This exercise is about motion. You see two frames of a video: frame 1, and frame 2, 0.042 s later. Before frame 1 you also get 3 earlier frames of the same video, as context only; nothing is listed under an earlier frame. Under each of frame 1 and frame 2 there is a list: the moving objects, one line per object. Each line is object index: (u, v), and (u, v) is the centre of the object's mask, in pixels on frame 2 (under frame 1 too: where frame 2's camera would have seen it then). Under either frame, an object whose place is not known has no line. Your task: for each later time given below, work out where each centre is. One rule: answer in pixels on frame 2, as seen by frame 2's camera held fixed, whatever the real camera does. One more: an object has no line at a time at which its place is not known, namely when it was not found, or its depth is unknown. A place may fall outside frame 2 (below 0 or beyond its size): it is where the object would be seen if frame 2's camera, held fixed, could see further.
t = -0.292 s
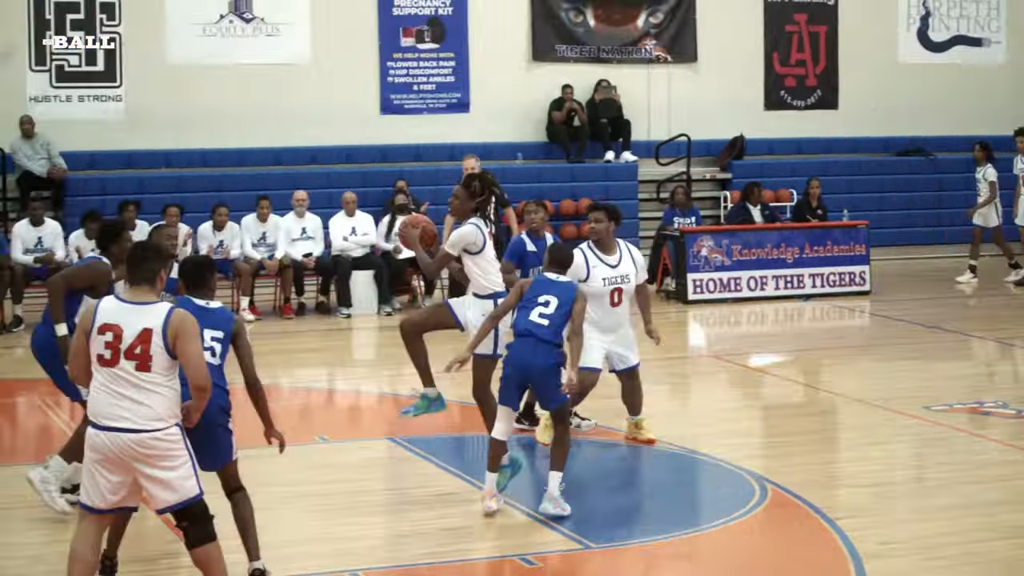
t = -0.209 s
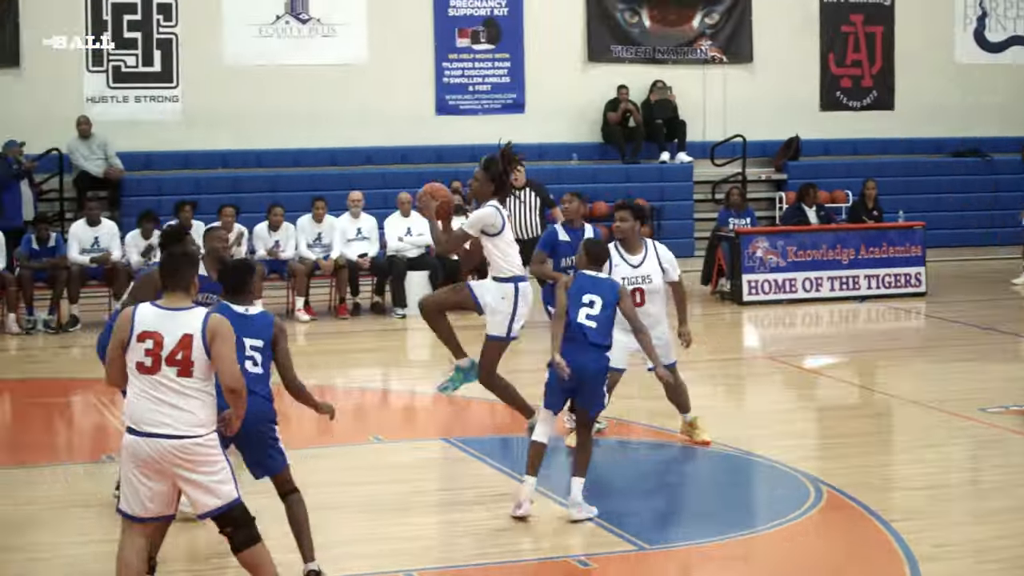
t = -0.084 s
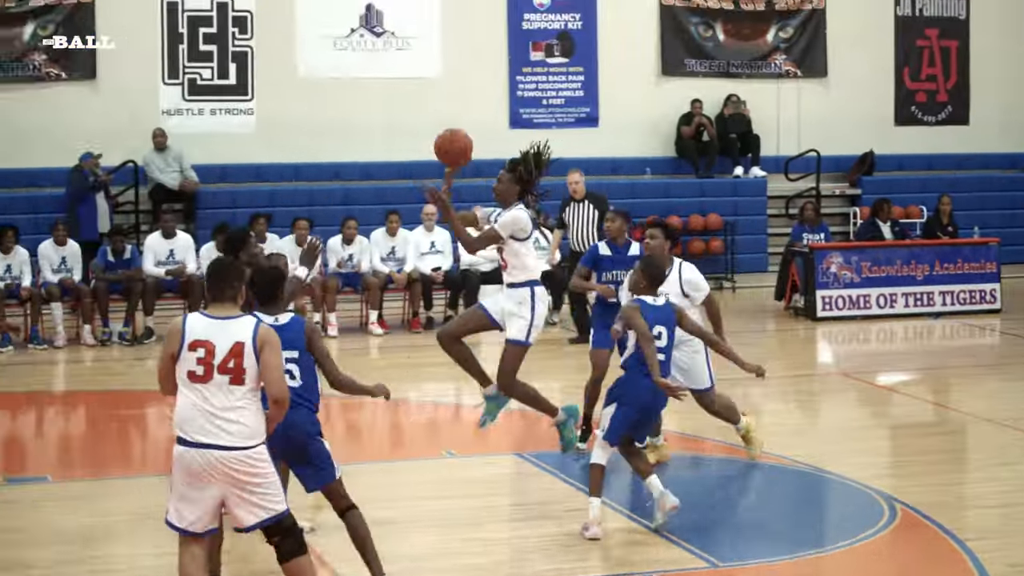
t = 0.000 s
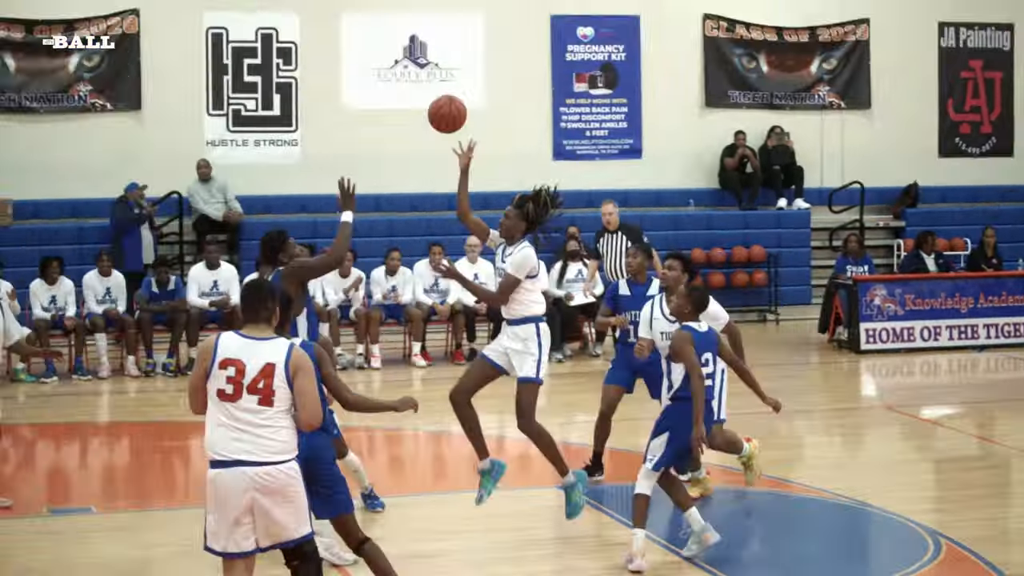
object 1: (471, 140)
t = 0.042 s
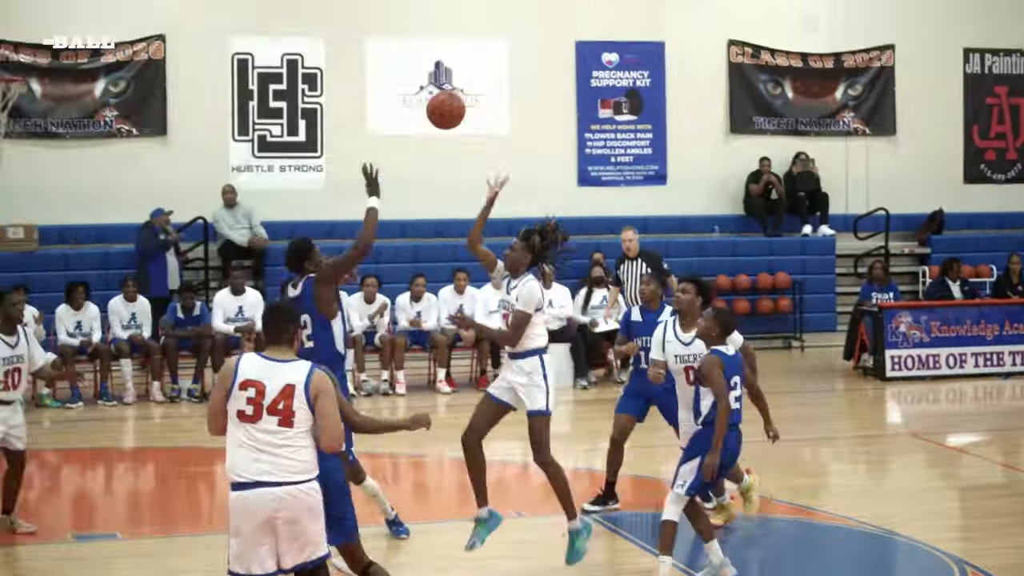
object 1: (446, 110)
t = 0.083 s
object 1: (420, 83)
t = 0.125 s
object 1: (395, 57)
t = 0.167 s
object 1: (367, 34)
